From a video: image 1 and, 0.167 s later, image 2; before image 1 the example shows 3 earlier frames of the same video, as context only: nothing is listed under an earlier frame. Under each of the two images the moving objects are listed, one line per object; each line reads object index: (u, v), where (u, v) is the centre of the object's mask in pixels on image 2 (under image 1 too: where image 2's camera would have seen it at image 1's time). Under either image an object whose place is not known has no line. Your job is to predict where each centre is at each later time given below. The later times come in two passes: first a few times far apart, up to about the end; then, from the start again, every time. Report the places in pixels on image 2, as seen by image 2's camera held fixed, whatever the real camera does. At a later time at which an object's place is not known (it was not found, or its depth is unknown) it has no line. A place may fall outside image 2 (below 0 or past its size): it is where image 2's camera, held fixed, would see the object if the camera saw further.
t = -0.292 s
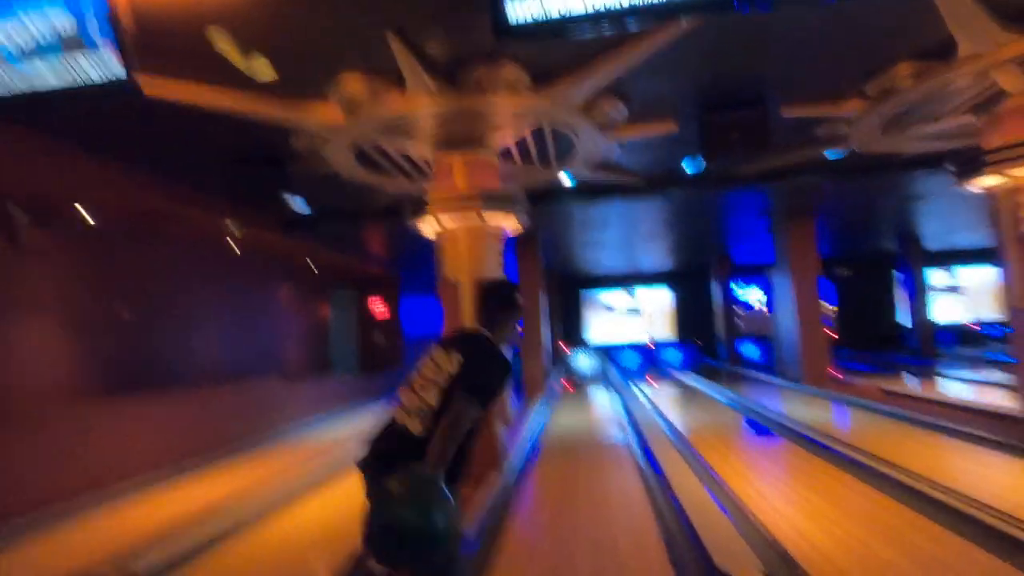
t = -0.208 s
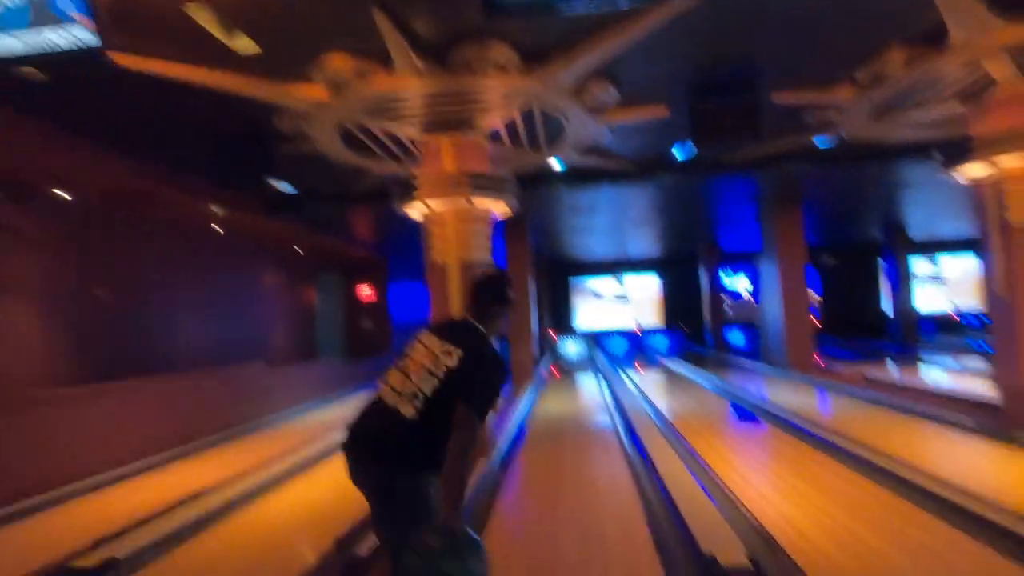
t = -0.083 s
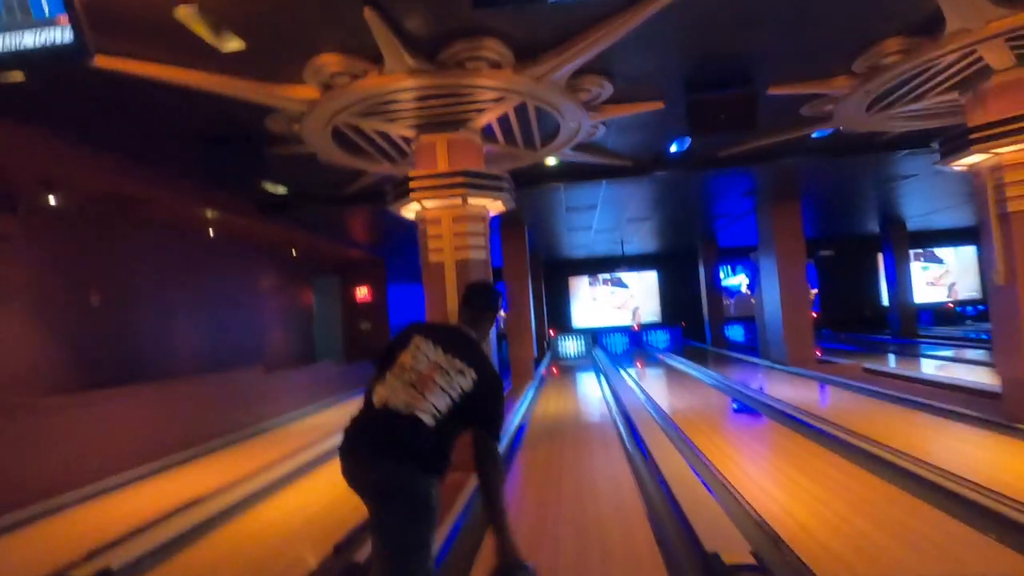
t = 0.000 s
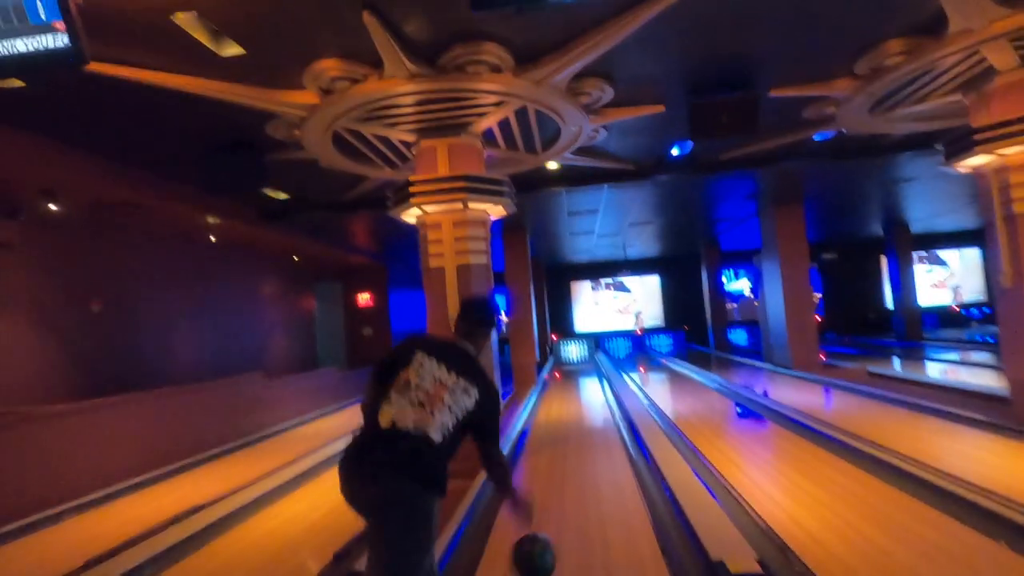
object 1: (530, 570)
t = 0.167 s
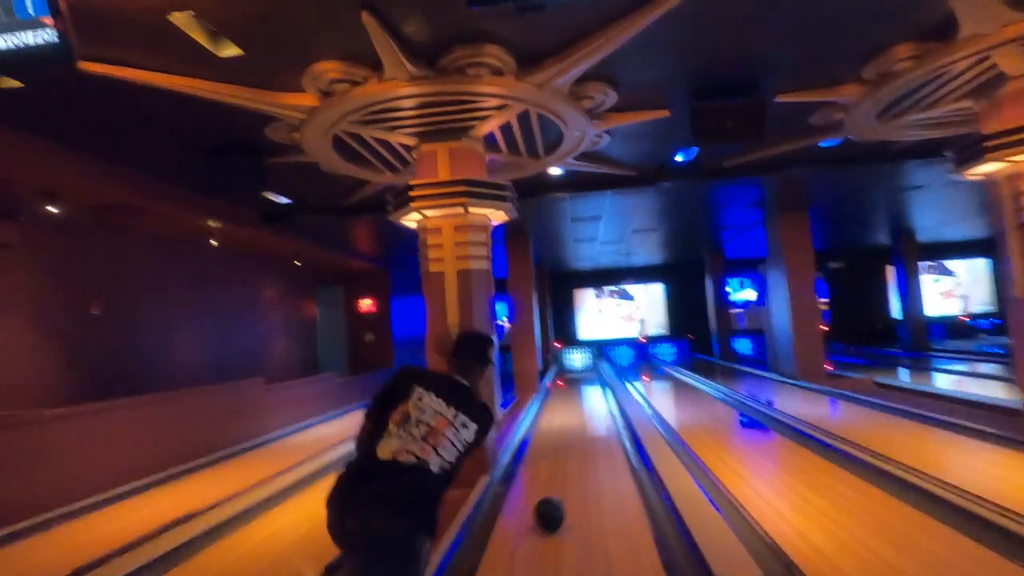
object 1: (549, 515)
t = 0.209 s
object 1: (551, 502)
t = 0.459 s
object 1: (561, 447)
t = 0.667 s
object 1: (566, 422)
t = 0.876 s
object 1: (571, 405)
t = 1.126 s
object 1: (573, 392)
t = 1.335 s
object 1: (573, 383)
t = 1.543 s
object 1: (575, 379)
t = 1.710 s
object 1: (576, 375)
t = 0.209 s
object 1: (551, 502)
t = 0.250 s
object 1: (554, 489)
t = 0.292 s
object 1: (556, 478)
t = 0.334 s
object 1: (557, 469)
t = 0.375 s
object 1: (559, 461)
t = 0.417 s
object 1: (560, 454)
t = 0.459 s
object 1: (561, 447)
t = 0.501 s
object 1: (562, 442)
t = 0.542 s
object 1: (563, 436)
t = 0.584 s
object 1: (565, 430)
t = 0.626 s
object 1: (565, 426)
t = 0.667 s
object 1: (566, 422)
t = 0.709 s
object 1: (567, 418)
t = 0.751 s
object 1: (568, 415)
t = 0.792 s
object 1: (569, 412)
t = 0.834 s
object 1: (569, 409)
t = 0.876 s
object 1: (571, 405)
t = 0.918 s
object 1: (571, 403)
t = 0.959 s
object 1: (571, 401)
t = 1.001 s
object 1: (572, 399)
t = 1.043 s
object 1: (572, 396)
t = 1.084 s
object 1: (572, 394)
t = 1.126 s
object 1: (573, 392)
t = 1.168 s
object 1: (573, 390)
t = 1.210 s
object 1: (573, 389)
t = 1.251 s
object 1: (573, 386)
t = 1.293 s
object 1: (573, 385)
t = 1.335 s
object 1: (573, 383)
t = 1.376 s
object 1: (574, 383)
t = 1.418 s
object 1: (574, 382)
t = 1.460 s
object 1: (574, 381)
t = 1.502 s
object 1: (575, 380)
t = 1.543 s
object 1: (575, 379)
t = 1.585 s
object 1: (575, 378)
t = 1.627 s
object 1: (576, 377)
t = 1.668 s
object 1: (576, 376)
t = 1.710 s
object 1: (576, 375)
